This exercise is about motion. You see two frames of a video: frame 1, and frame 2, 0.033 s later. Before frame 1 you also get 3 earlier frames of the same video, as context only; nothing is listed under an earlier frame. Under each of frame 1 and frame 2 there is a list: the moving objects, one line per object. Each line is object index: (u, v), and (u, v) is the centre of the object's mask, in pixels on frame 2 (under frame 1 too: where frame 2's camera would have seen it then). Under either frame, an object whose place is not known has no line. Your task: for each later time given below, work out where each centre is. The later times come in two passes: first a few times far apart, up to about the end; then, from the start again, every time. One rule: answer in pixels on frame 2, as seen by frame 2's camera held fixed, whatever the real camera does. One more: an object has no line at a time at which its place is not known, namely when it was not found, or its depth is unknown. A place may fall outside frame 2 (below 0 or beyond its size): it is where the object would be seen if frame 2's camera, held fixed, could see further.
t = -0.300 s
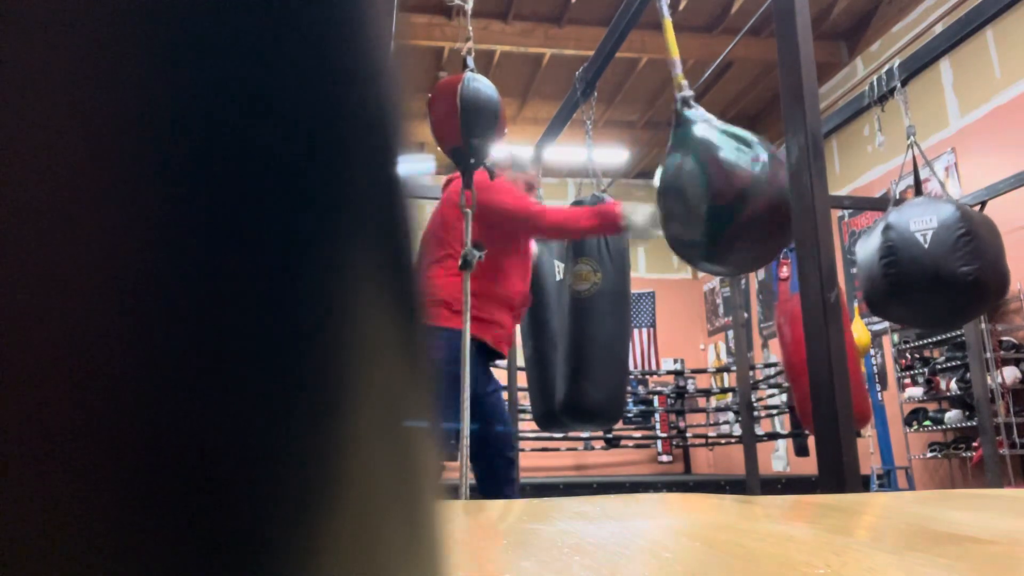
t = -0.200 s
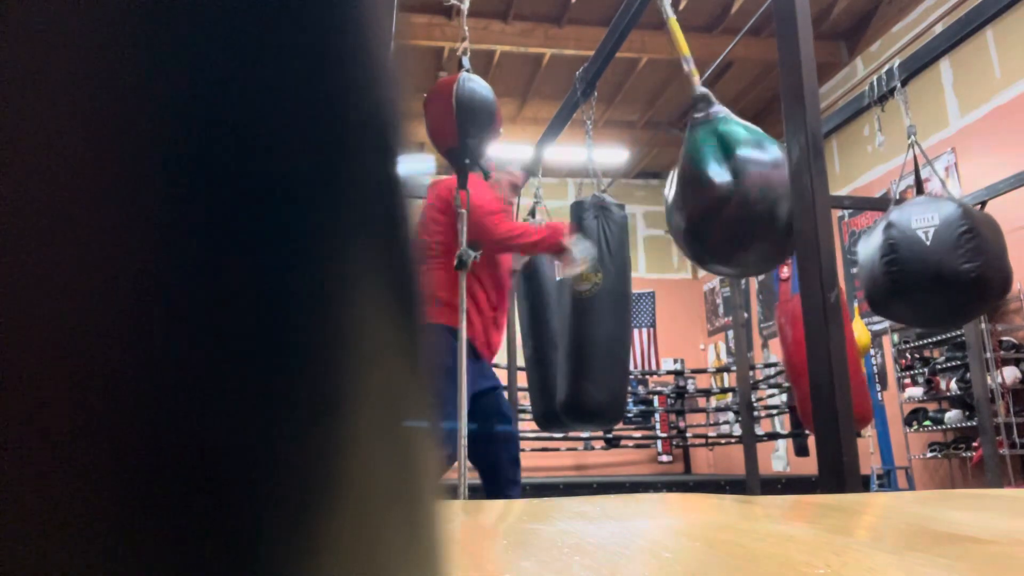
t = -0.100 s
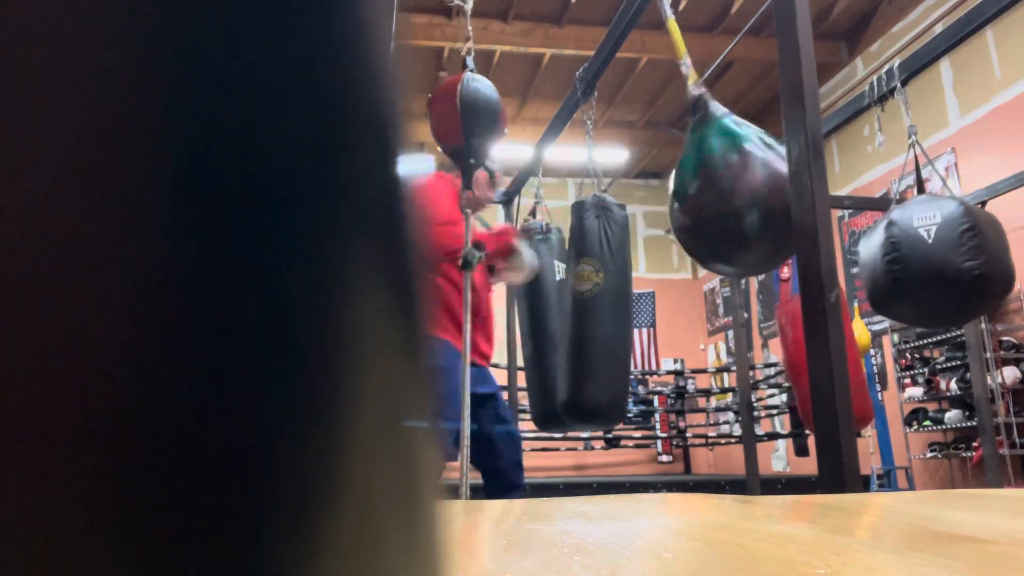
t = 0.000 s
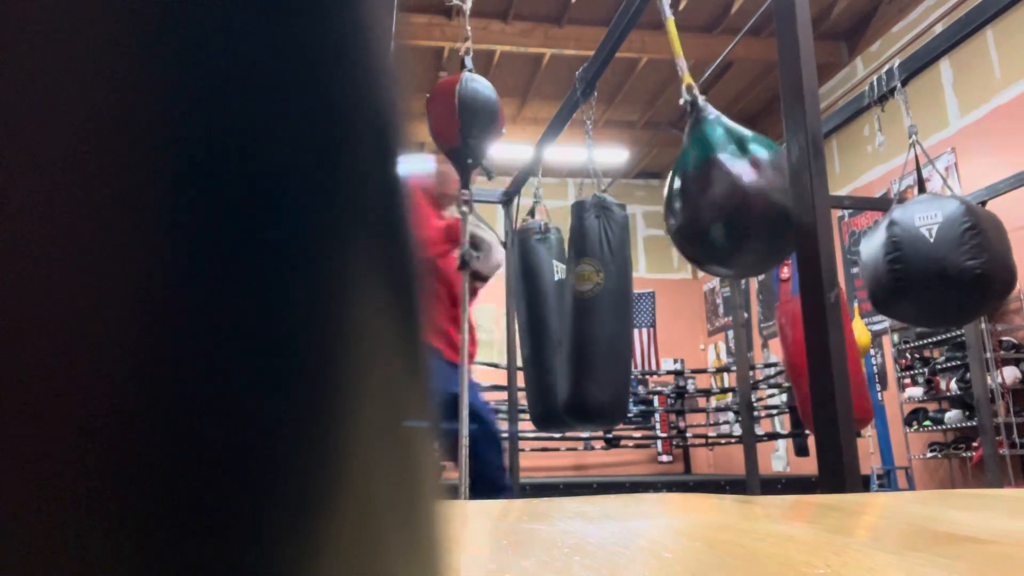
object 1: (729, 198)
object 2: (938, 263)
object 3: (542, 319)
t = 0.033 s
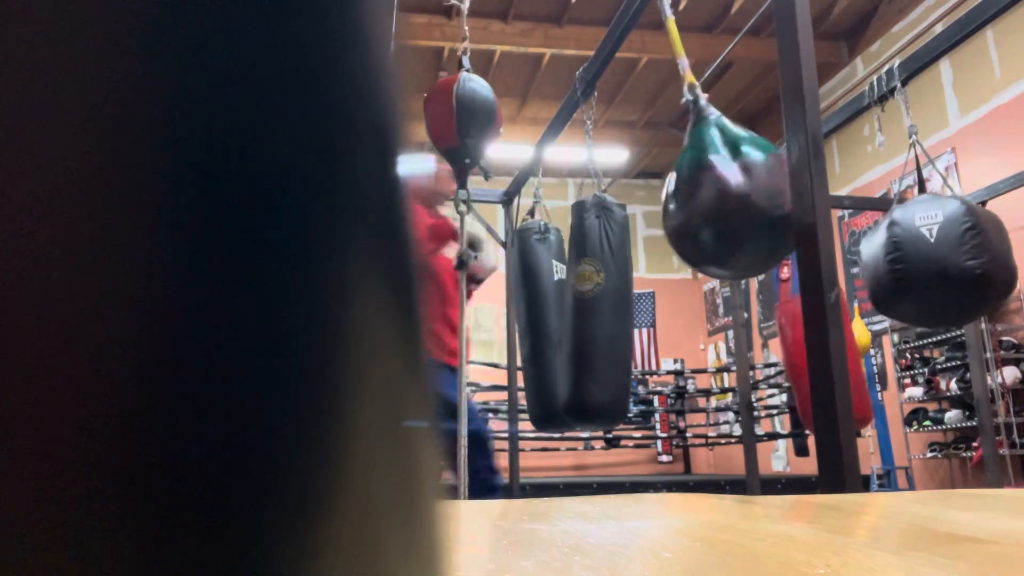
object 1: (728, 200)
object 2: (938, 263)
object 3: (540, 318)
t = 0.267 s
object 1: (697, 207)
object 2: (940, 264)
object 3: (537, 324)
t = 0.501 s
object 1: (650, 209)
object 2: (937, 266)
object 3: (534, 328)
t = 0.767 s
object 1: (618, 203)
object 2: (932, 268)
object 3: (531, 328)
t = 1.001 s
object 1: (623, 201)
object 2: (927, 269)
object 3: (532, 326)
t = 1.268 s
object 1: (664, 204)
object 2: (923, 268)
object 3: (533, 324)
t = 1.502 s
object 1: (708, 202)
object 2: (925, 266)
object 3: (537, 317)
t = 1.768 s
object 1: (728, 199)
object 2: (931, 264)
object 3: (539, 313)
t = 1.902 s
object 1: (726, 201)
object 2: (935, 263)
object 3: (540, 314)
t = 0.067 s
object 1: (726, 201)
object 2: (938, 263)
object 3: (540, 319)
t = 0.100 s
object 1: (723, 202)
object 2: (939, 263)
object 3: (540, 320)
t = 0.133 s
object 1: (719, 204)
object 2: (939, 263)
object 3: (542, 324)
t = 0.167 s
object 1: (713, 204)
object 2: (939, 263)
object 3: (540, 322)
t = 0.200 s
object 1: (708, 205)
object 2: (939, 263)
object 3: (541, 326)
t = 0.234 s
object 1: (702, 206)
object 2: (940, 263)
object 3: (539, 324)
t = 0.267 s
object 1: (697, 207)
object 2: (940, 264)
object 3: (537, 324)
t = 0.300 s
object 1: (692, 208)
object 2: (940, 264)
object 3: (537, 325)
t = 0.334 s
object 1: (685, 208)
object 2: (939, 264)
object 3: (536, 326)
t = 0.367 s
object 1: (678, 208)
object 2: (939, 265)
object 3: (536, 327)
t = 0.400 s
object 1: (671, 209)
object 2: (939, 265)
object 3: (535, 327)
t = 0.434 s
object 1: (664, 209)
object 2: (938, 265)
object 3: (535, 327)
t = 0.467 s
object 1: (656, 209)
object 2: (938, 266)
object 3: (535, 328)
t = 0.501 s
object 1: (650, 209)
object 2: (937, 266)
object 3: (534, 328)
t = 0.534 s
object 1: (644, 209)
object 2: (937, 266)
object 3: (534, 327)
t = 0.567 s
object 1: (639, 208)
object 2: (936, 267)
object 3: (534, 327)
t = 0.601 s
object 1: (634, 207)
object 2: (935, 267)
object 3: (533, 327)
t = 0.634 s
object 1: (630, 206)
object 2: (935, 267)
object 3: (533, 327)
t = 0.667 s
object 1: (626, 205)
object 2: (934, 268)
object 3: (533, 328)
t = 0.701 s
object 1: (623, 204)
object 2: (933, 268)
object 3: (532, 328)
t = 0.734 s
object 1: (620, 203)
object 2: (933, 268)
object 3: (532, 328)
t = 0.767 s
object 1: (618, 203)
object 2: (932, 268)
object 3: (531, 328)
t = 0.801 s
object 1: (617, 202)
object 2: (931, 269)
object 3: (531, 329)
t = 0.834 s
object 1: (616, 201)
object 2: (931, 269)
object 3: (531, 329)
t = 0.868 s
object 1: (616, 201)
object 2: (930, 269)
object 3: (531, 328)
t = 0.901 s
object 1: (617, 201)
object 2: (929, 269)
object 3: (531, 328)
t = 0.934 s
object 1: (618, 201)
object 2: (928, 269)
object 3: (531, 328)
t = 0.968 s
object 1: (620, 201)
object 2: (928, 269)
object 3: (532, 327)
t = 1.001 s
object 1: (623, 201)
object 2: (927, 269)
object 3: (532, 326)
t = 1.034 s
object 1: (626, 202)
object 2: (926, 269)
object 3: (532, 326)
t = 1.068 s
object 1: (630, 202)
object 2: (926, 269)
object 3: (532, 325)
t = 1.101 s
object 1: (635, 203)
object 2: (925, 269)
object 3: (532, 326)
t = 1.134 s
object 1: (640, 203)
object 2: (924, 269)
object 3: (533, 326)
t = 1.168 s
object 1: (646, 204)
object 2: (924, 269)
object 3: (533, 325)
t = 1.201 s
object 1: (653, 204)
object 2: (924, 269)
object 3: (533, 325)
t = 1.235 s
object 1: (659, 204)
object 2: (924, 269)
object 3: (533, 325)
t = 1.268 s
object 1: (664, 204)
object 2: (923, 268)
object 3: (533, 324)
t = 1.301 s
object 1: (672, 204)
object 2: (923, 268)
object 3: (533, 324)
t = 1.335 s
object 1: (677, 204)
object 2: (923, 268)
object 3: (533, 324)
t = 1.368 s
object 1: (684, 203)
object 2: (924, 268)
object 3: (533, 324)
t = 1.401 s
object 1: (691, 203)
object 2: (924, 267)
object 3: (533, 323)
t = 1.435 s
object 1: (696, 203)
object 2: (924, 267)
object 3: (533, 322)
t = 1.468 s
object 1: (702, 202)
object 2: (924, 267)
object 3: (536, 318)
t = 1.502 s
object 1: (708, 202)
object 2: (925, 266)
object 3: (537, 317)
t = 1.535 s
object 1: (713, 201)
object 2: (925, 266)
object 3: (537, 315)
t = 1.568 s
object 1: (717, 201)
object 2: (926, 266)
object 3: (537, 315)
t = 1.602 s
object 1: (721, 200)
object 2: (927, 265)
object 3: (537, 314)
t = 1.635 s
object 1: (723, 200)
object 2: (927, 265)
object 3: (538, 314)
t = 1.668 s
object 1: (725, 199)
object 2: (928, 264)
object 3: (538, 313)
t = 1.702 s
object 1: (726, 199)
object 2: (929, 264)
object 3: (538, 313)
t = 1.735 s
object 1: (727, 199)
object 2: (930, 264)
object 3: (539, 313)
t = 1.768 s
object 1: (728, 199)
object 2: (931, 264)
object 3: (539, 313)
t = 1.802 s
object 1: (728, 199)
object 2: (932, 263)
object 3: (539, 313)
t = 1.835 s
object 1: (728, 199)
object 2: (933, 263)
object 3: (540, 313)
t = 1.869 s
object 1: (727, 200)
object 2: (934, 263)
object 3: (540, 313)
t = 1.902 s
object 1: (726, 201)
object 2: (935, 263)
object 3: (540, 314)
